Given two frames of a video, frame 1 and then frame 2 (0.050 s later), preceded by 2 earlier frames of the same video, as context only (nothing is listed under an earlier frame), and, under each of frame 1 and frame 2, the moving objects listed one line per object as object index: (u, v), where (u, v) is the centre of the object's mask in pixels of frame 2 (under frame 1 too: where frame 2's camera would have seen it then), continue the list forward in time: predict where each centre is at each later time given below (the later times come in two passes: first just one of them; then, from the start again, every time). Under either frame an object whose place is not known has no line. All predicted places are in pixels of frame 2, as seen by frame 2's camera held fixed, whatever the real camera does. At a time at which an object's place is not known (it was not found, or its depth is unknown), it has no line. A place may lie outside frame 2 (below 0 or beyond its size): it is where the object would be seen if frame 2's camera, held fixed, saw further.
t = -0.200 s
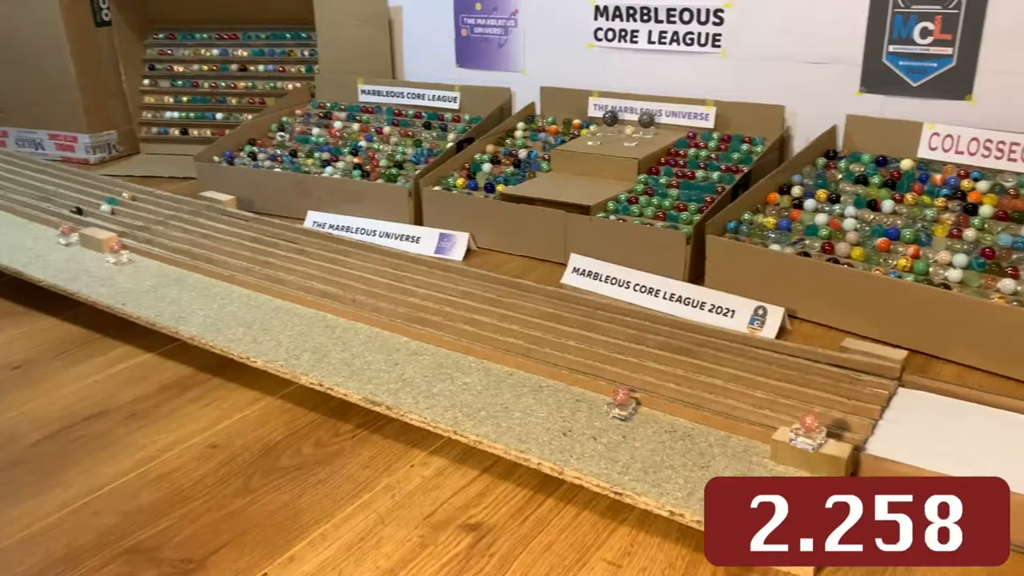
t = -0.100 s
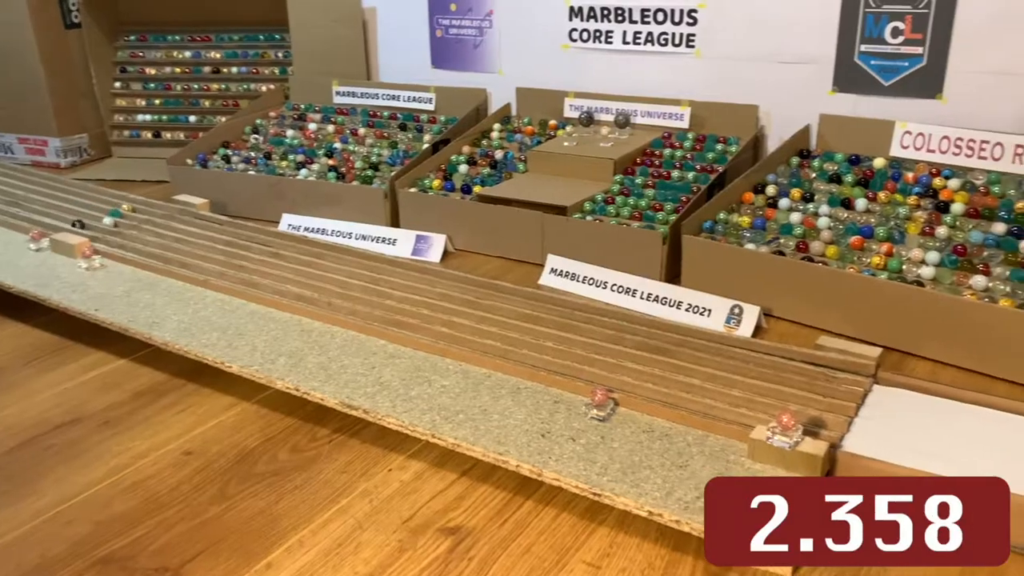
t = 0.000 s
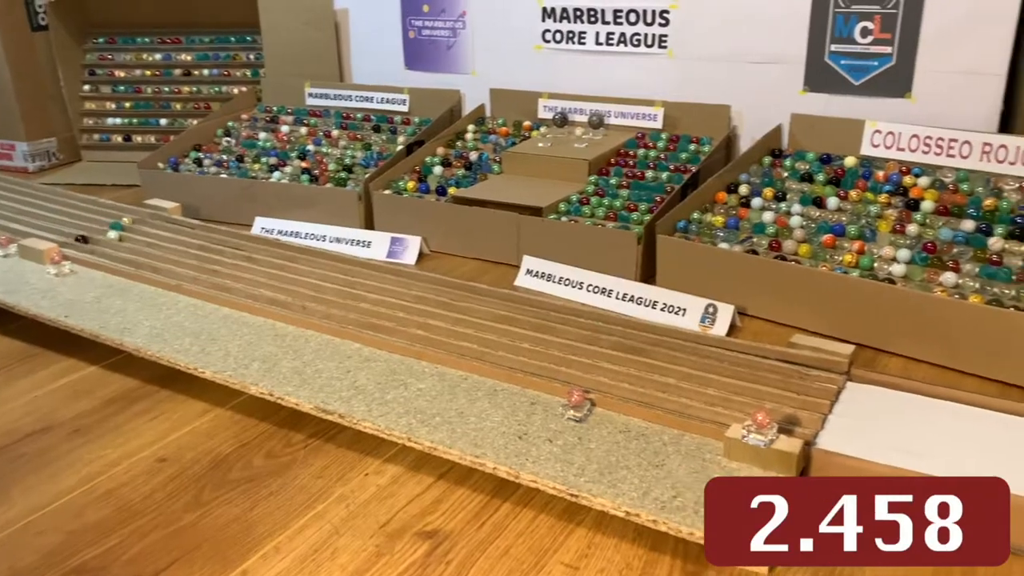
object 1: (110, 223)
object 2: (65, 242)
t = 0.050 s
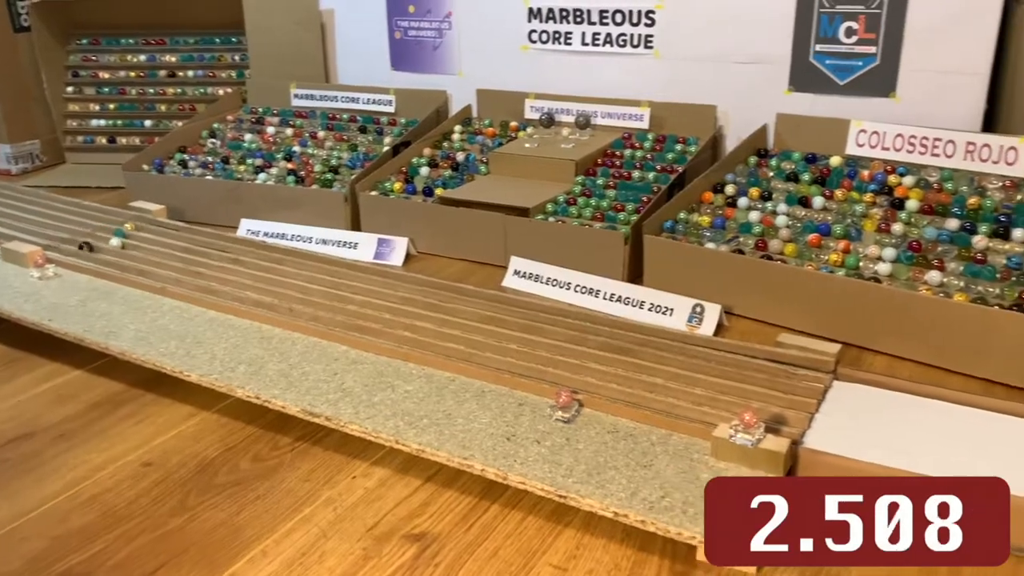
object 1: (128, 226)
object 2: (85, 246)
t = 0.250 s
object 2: (166, 267)
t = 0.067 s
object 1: (134, 228)
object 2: (92, 248)
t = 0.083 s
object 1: (141, 229)
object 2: (99, 250)
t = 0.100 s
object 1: (147, 231)
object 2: (106, 252)
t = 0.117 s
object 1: (154, 232)
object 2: (112, 253)
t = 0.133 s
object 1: (161, 234)
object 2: (119, 255)
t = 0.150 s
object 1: (167, 235)
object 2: (125, 257)
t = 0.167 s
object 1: (173, 237)
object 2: (132, 258)
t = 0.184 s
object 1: (181, 238)
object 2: (139, 260)
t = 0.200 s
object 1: (186, 240)
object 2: (145, 262)
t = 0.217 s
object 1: (192, 241)
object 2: (152, 264)
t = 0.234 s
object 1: (198, 243)
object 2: (159, 266)
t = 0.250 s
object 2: (166, 267)
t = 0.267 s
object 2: (173, 269)
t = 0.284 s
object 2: (180, 271)
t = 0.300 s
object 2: (188, 273)
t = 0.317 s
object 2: (196, 275)
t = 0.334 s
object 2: (203, 277)
